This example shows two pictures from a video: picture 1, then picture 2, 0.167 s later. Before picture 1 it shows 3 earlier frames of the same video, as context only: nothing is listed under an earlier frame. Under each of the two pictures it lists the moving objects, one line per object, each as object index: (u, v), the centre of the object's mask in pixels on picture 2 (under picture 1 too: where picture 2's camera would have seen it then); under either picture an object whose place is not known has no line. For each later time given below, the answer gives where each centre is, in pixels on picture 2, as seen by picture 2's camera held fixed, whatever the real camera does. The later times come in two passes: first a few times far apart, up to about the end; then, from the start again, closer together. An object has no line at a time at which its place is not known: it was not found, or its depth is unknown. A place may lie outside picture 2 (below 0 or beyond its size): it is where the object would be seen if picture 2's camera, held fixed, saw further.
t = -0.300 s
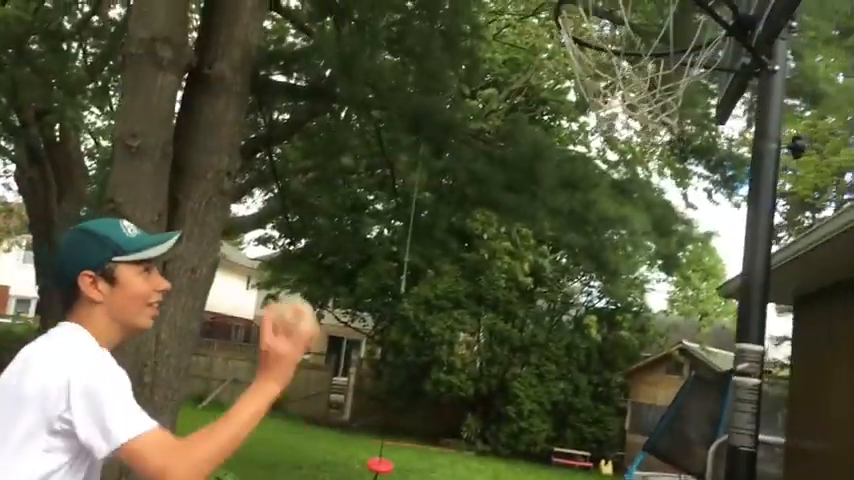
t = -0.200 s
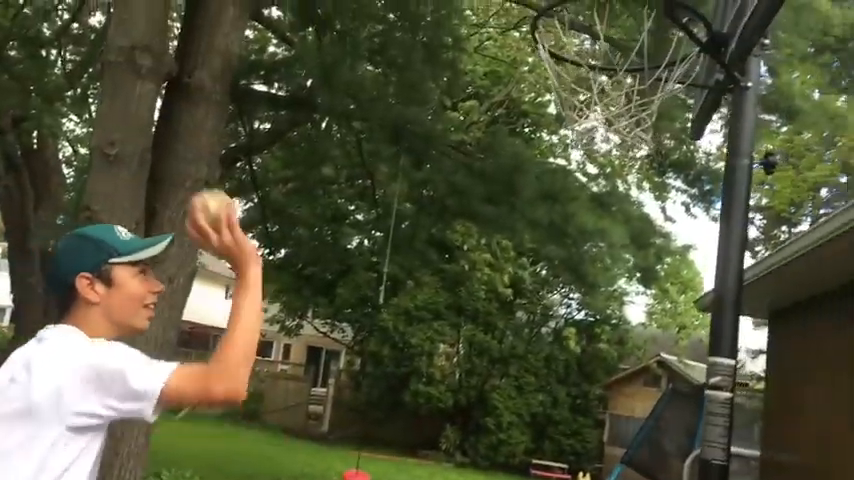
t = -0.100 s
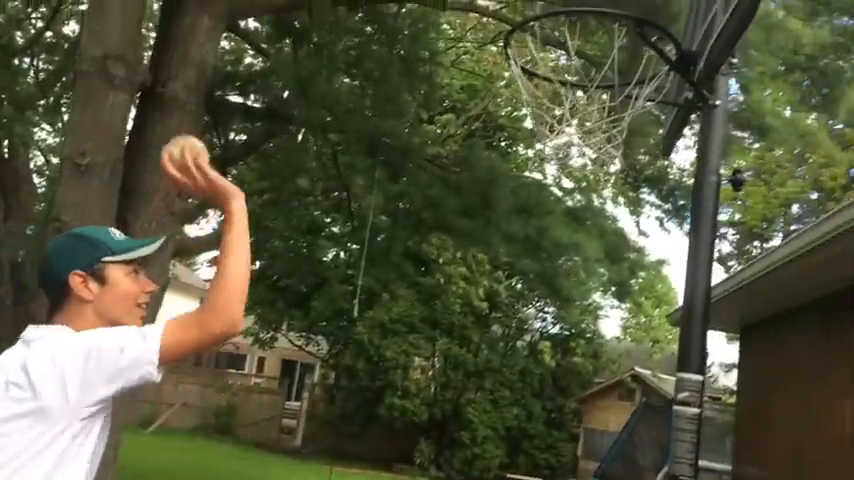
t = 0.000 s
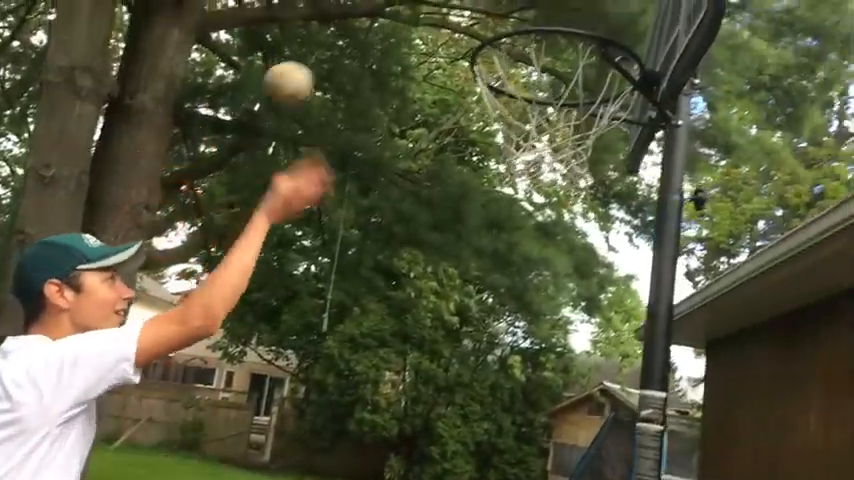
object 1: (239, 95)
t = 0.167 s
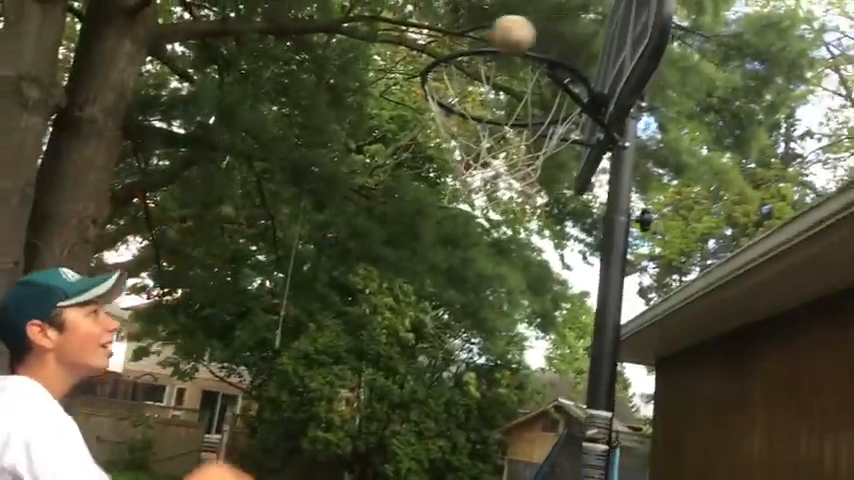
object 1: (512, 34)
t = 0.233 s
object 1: (605, 41)
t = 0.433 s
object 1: (577, 135)
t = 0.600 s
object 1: (527, 334)
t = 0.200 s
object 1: (559, 34)
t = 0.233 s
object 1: (605, 41)
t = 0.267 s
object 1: (612, 48)
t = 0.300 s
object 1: (606, 58)
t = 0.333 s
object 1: (599, 72)
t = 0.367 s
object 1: (590, 89)
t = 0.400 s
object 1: (584, 110)
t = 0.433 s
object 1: (577, 135)
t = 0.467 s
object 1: (568, 165)
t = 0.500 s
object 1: (559, 201)
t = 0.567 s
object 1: (538, 284)
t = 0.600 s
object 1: (527, 334)
